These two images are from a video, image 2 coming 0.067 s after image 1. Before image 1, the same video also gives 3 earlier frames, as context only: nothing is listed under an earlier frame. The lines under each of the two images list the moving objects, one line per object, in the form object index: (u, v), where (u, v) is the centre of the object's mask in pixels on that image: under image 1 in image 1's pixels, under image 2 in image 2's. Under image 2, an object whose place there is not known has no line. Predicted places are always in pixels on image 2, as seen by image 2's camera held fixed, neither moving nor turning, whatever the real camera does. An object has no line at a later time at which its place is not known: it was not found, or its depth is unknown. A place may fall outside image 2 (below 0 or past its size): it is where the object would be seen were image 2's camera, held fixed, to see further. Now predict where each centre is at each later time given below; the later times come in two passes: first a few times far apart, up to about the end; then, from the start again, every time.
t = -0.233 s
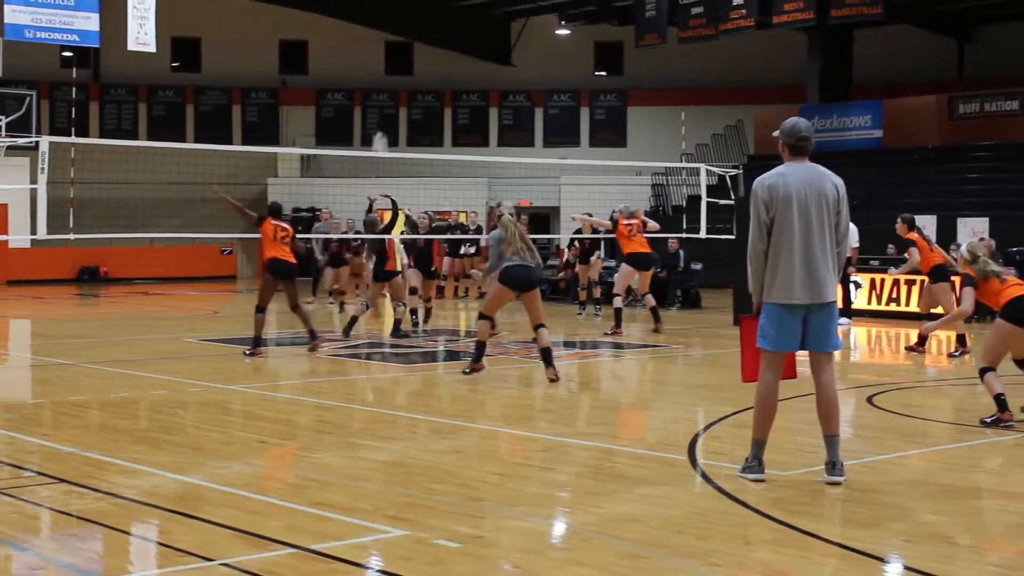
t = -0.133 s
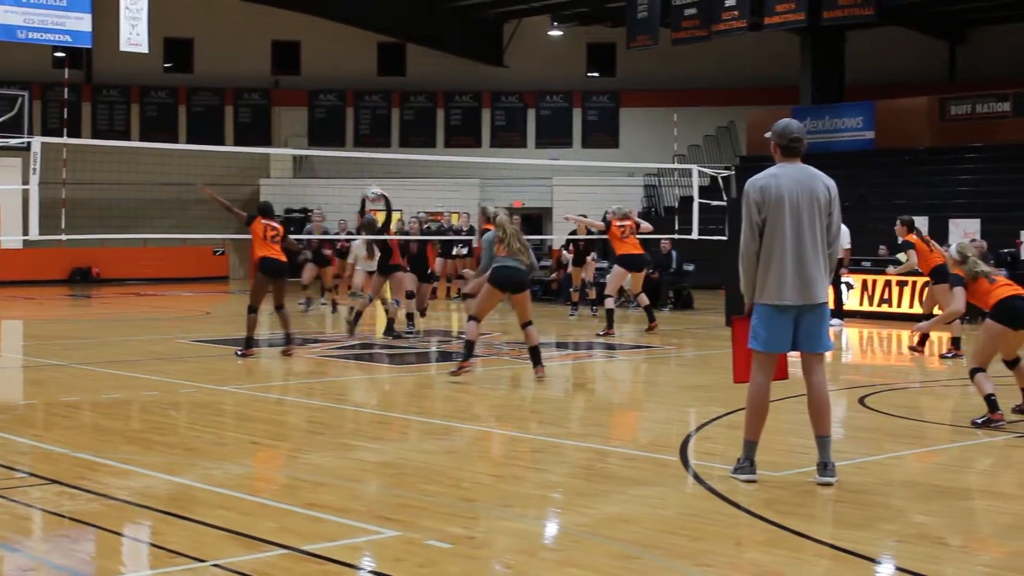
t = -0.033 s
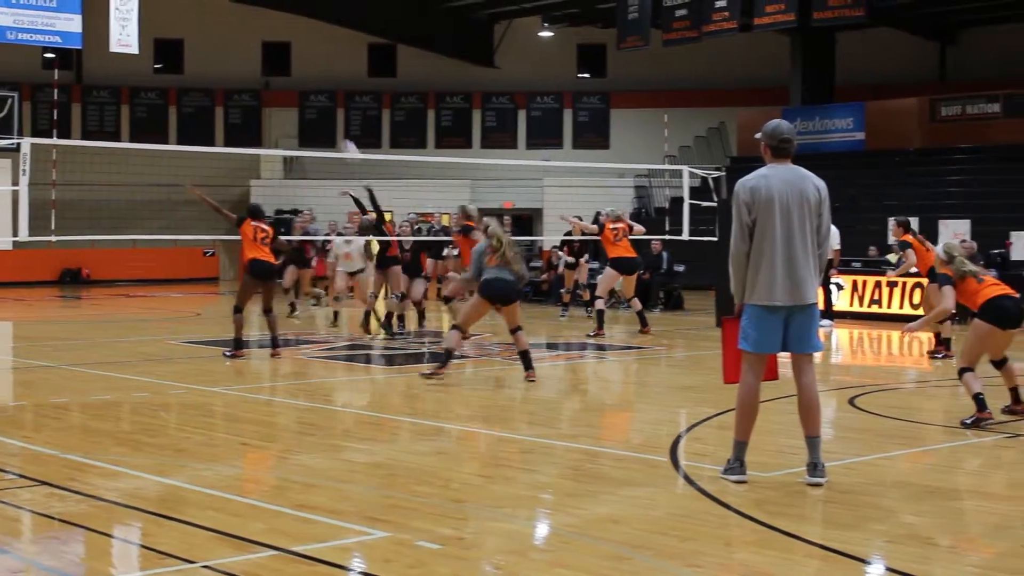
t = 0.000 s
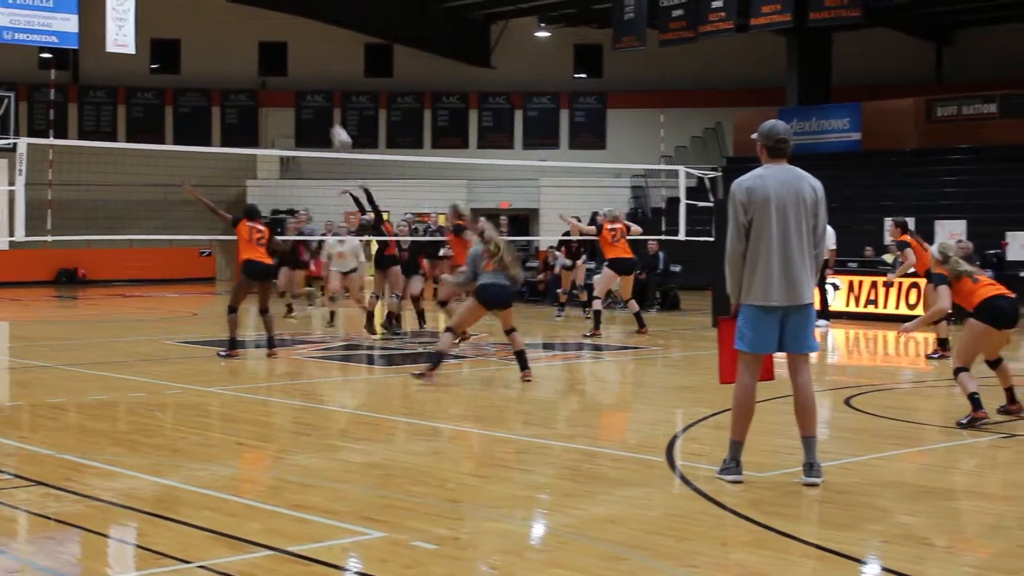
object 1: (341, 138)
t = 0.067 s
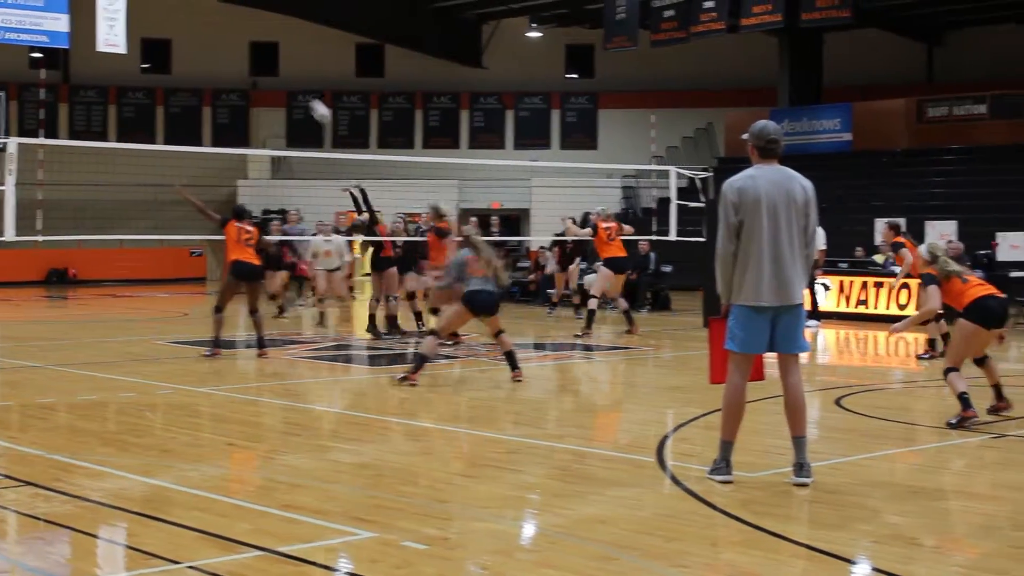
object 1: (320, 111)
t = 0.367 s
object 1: (266, 33)
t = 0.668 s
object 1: (211, 29)
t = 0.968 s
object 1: (156, 108)
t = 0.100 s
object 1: (314, 99)
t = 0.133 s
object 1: (307, 88)
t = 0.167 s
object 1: (303, 77)
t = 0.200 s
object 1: (297, 69)
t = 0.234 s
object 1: (290, 60)
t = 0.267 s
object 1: (285, 53)
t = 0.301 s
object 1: (279, 46)
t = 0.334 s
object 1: (272, 37)
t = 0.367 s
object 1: (266, 33)
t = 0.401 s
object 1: (260, 29)
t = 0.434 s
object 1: (254, 26)
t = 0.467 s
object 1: (247, 24)
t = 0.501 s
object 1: (242, 22)
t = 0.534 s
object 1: (236, 22)
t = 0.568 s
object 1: (230, 23)
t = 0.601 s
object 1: (224, 24)
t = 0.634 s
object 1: (217, 26)
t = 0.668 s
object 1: (211, 29)
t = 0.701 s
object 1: (205, 34)
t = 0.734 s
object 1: (199, 39)
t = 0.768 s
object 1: (192, 45)
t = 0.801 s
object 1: (186, 54)
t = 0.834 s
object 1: (180, 63)
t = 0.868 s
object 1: (174, 72)
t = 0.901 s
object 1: (168, 83)
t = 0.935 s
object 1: (162, 96)
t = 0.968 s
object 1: (156, 108)
